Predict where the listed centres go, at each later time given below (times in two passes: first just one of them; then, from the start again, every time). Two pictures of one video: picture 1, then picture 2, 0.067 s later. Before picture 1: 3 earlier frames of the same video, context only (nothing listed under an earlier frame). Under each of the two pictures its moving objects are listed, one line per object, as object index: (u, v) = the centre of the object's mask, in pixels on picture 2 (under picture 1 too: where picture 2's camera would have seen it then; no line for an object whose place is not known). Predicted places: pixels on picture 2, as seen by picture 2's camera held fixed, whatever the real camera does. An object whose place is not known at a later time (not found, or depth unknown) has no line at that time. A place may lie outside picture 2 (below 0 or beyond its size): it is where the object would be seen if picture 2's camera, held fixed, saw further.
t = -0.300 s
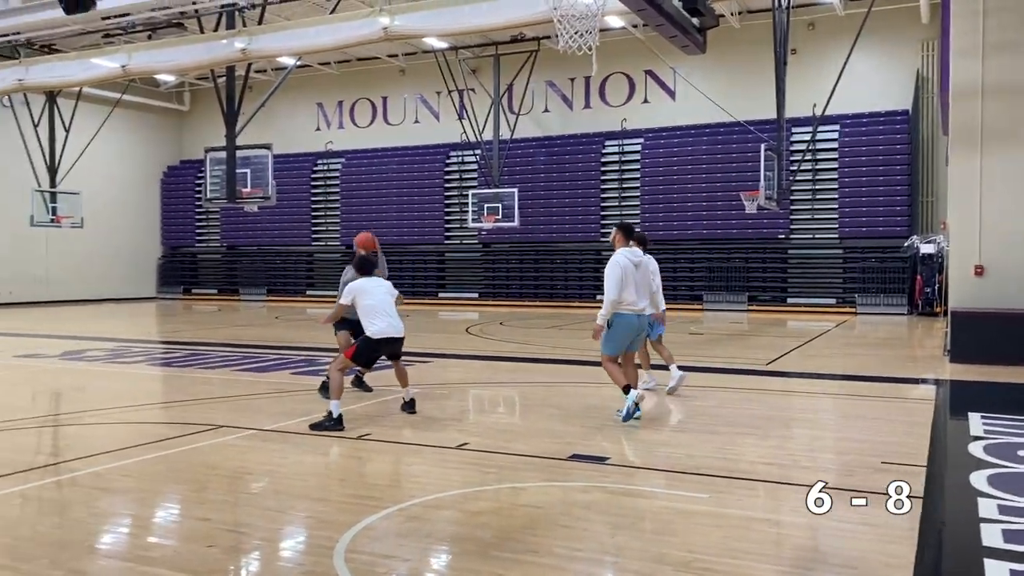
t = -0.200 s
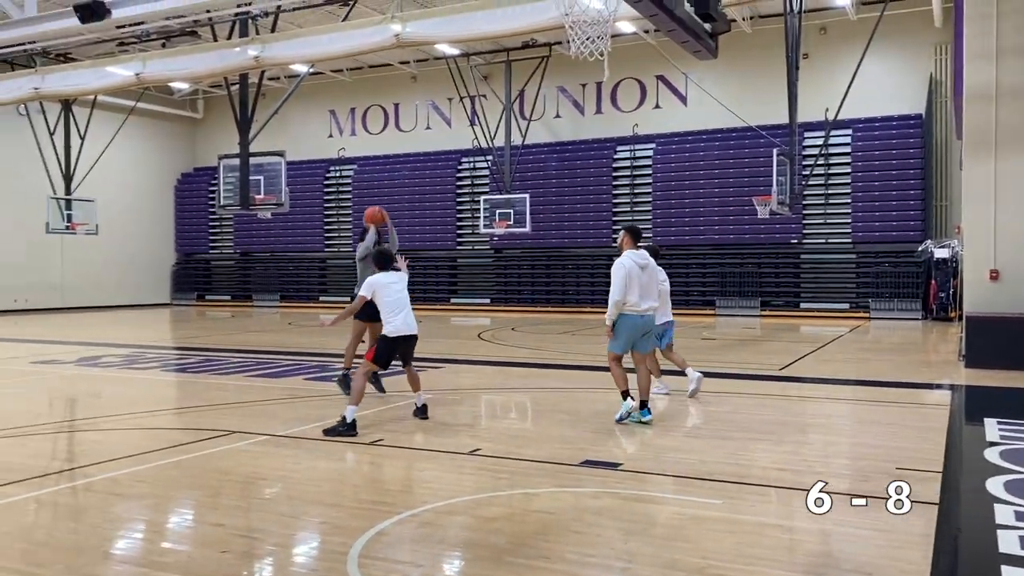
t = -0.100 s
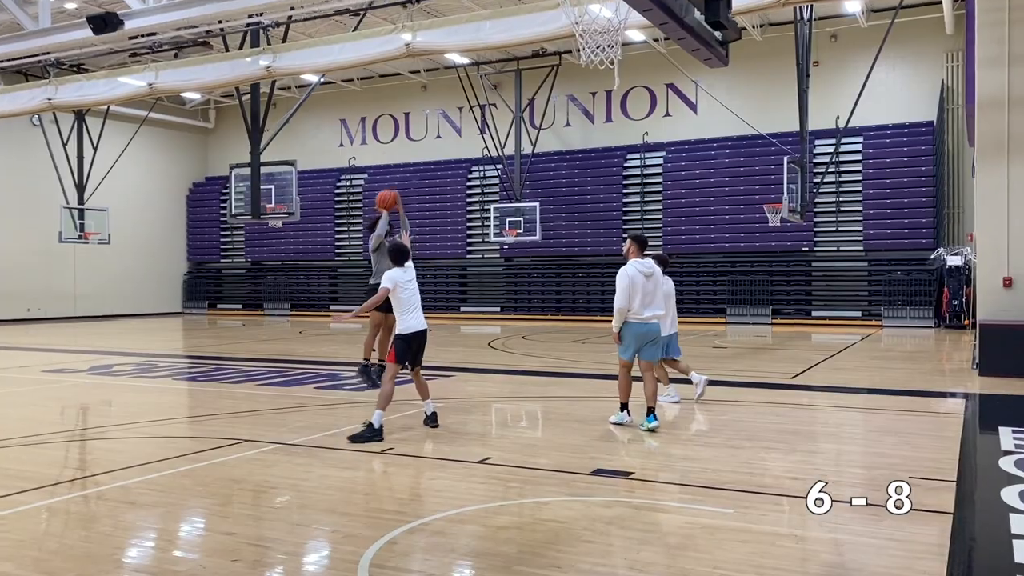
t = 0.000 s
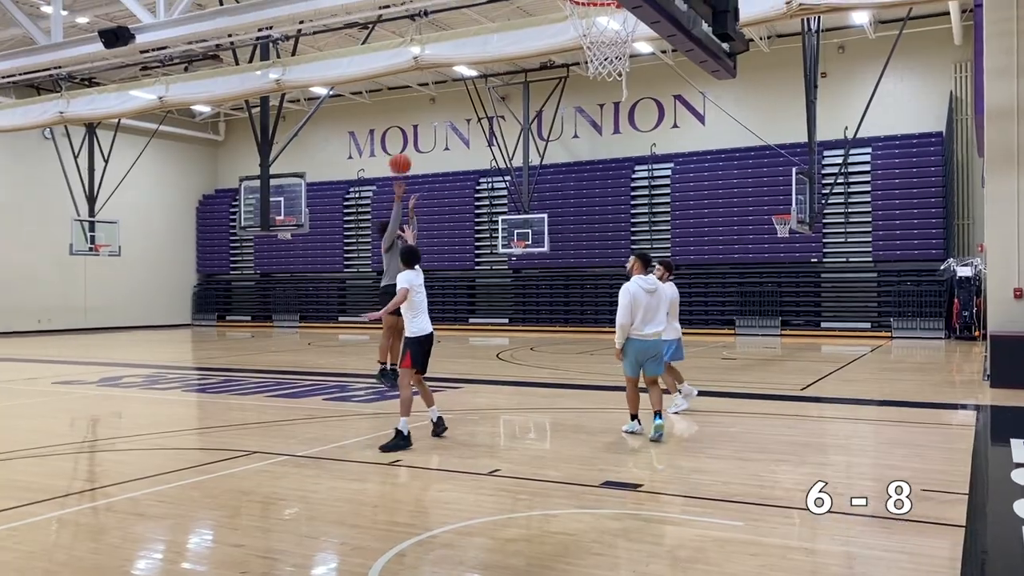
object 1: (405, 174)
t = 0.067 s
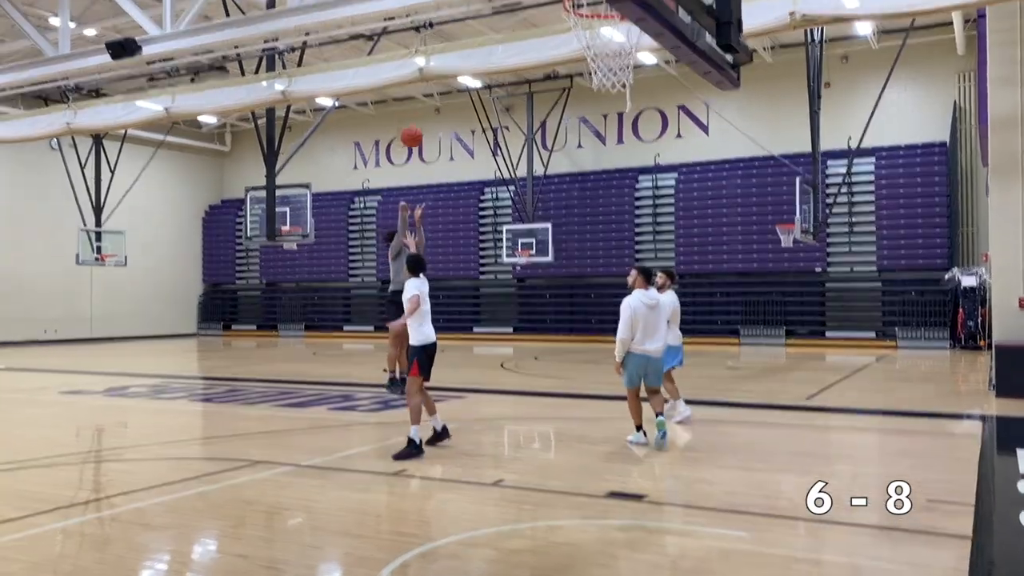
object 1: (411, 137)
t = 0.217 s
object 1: (427, 59)
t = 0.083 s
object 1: (413, 127)
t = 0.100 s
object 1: (415, 118)
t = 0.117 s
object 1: (417, 109)
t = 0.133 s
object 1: (418, 101)
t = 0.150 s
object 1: (420, 92)
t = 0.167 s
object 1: (422, 83)
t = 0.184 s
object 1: (424, 75)
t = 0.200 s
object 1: (426, 67)
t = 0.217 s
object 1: (427, 59)
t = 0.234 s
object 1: (429, 52)
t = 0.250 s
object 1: (431, 44)
